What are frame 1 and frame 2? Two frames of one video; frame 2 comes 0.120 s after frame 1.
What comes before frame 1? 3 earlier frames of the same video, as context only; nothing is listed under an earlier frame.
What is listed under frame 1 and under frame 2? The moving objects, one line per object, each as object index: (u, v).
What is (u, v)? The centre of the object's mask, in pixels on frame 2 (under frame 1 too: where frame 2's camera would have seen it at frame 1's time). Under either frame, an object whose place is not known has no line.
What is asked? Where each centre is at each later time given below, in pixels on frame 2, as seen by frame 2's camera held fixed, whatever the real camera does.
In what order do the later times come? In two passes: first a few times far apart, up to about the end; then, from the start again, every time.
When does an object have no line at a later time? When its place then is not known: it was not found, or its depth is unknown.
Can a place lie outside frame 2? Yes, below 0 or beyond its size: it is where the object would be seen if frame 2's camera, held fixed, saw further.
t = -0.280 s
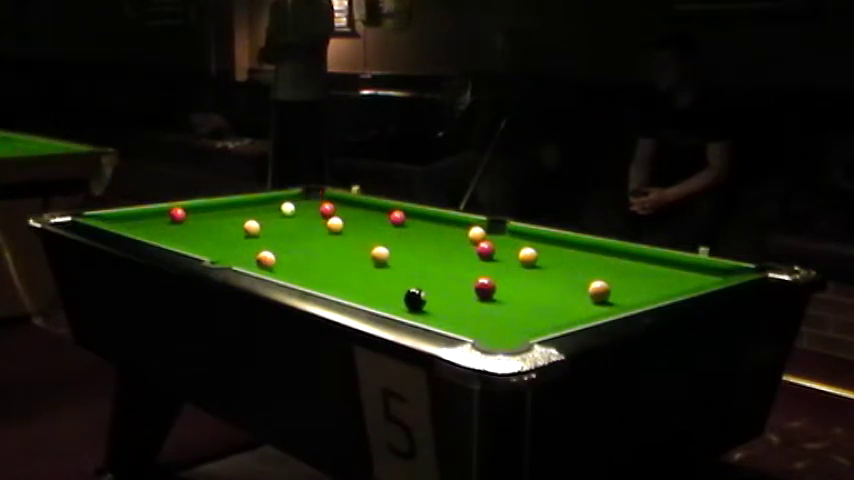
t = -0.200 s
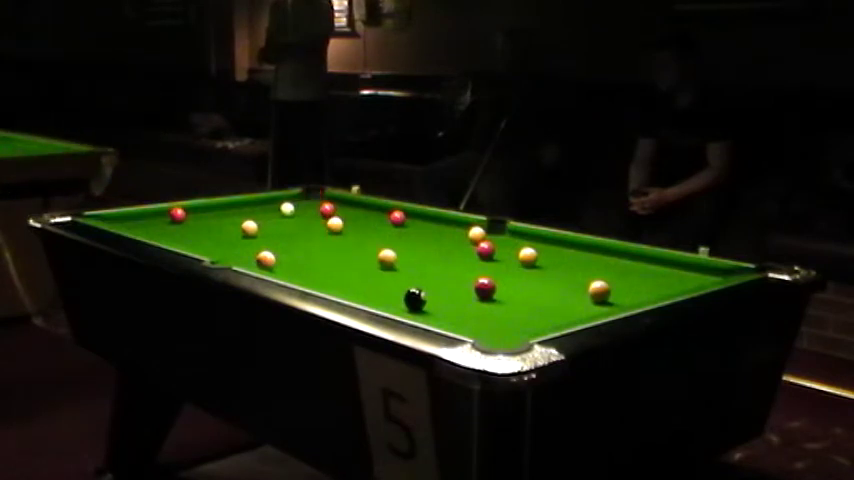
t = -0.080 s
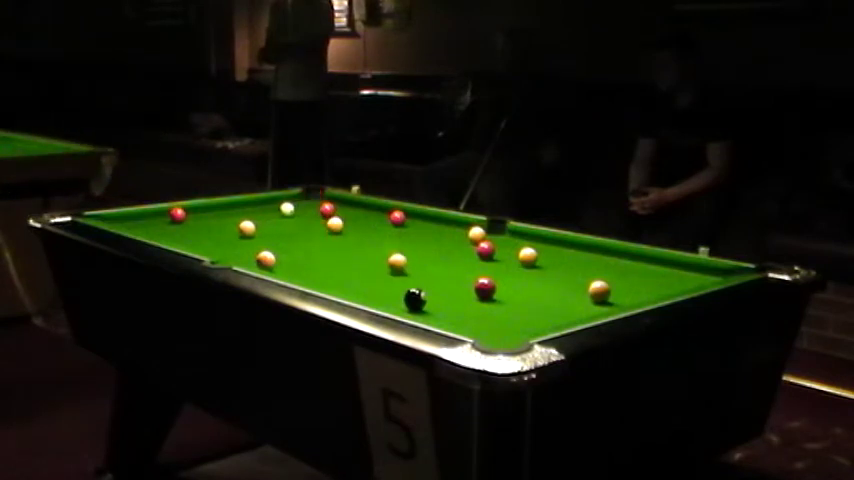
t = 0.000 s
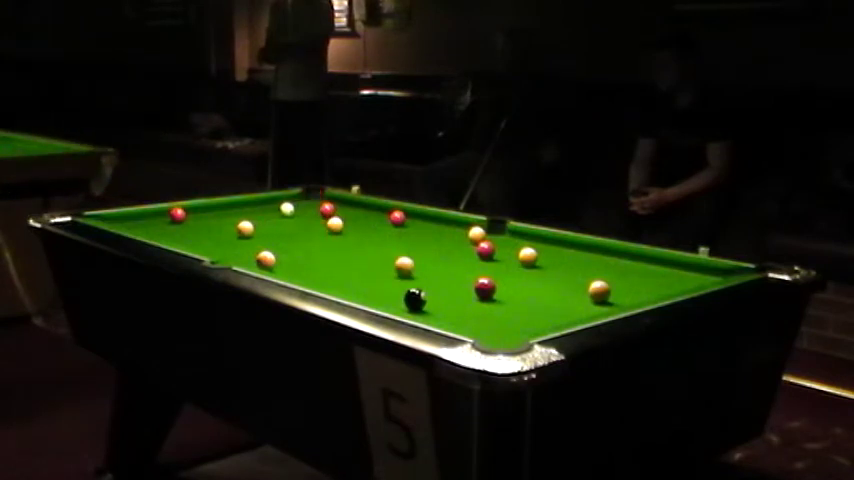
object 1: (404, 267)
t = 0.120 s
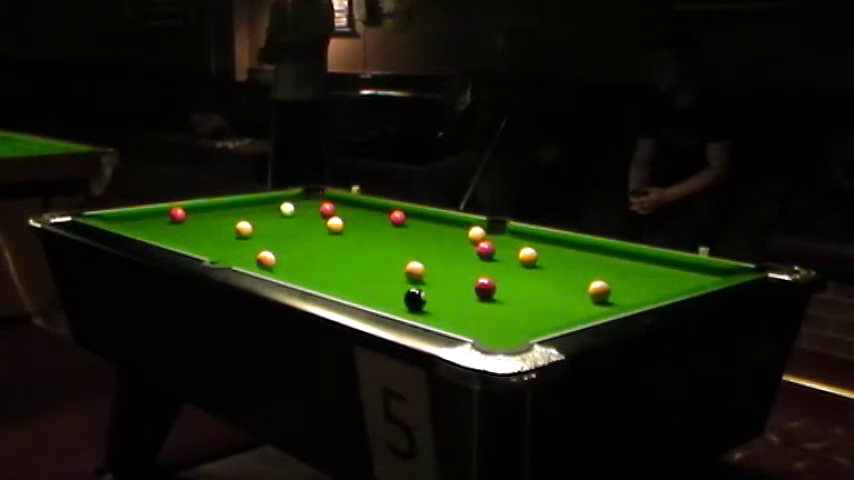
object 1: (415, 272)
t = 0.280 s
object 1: (429, 278)
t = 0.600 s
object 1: (458, 292)
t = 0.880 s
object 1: (485, 304)
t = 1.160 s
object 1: (512, 315)
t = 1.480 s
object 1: (542, 322)
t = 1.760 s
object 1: (515, 326)
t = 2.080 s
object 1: (486, 320)
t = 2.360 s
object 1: (466, 316)
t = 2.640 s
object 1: (450, 312)
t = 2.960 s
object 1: (436, 308)
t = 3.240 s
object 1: (428, 307)
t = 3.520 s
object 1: (422, 305)
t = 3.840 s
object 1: (420, 305)
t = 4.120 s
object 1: (419, 304)
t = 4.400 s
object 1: (420, 304)
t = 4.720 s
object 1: (420, 304)
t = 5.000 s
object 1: (420, 304)
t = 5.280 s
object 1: (420, 304)
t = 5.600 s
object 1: (420, 304)
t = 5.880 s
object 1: (420, 304)
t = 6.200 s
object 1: (420, 305)
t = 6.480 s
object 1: (420, 304)
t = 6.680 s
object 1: (420, 304)
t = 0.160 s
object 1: (418, 273)
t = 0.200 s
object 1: (422, 275)
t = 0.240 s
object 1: (425, 276)
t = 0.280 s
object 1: (429, 278)
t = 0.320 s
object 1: (432, 280)
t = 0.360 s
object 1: (437, 281)
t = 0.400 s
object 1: (440, 283)
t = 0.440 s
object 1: (443, 285)
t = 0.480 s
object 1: (447, 287)
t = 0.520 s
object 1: (451, 288)
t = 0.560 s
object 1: (455, 290)
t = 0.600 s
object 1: (458, 292)
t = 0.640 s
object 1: (462, 294)
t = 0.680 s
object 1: (466, 296)
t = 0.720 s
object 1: (470, 297)
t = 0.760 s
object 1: (474, 299)
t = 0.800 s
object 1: (478, 300)
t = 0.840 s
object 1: (481, 302)
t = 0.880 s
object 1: (485, 304)
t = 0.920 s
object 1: (489, 306)
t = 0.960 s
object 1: (493, 307)
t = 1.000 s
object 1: (497, 309)
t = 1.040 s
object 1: (501, 311)
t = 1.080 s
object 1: (504, 313)
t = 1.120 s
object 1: (508, 314)
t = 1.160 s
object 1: (512, 315)
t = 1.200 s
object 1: (516, 317)
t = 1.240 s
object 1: (520, 319)
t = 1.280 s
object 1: (523, 321)
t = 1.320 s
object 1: (527, 322)
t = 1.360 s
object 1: (531, 321)
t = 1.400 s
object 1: (535, 321)
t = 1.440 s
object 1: (538, 322)
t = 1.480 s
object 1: (542, 322)
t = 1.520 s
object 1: (539, 322)
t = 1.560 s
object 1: (535, 323)
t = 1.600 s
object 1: (530, 323)
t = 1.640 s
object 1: (526, 325)
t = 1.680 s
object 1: (522, 326)
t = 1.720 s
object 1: (519, 326)
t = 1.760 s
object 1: (515, 326)
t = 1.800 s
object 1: (511, 325)
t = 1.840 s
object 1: (507, 324)
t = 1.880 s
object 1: (503, 323)
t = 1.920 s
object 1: (500, 322)
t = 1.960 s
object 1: (496, 322)
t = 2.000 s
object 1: (493, 321)
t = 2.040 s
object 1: (489, 321)
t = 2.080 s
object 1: (486, 320)
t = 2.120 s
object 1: (483, 319)
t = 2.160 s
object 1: (480, 319)
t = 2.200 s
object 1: (477, 318)
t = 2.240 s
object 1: (474, 317)
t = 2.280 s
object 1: (471, 317)
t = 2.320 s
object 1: (468, 316)
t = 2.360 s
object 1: (466, 316)
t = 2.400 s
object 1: (464, 315)
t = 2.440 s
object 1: (461, 314)
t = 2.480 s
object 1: (458, 314)
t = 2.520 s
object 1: (456, 313)
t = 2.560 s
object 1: (454, 313)
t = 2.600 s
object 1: (452, 312)
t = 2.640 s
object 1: (450, 312)
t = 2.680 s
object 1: (448, 311)
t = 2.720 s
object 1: (446, 311)
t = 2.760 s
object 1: (444, 310)
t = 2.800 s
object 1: (442, 310)
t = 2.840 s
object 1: (441, 310)
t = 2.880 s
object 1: (439, 309)
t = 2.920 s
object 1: (438, 309)
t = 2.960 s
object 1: (436, 308)
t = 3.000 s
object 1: (435, 308)
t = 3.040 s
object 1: (434, 308)
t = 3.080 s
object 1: (432, 307)
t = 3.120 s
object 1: (431, 307)
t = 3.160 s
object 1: (429, 307)
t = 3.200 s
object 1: (429, 307)
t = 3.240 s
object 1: (428, 307)
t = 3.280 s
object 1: (427, 306)
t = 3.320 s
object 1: (426, 307)
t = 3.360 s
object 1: (425, 306)
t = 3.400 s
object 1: (424, 306)
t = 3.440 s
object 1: (423, 306)
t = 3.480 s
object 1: (423, 305)
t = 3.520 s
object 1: (422, 305)
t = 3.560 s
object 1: (421, 305)
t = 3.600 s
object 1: (421, 305)
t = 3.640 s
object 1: (420, 305)
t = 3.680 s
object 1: (420, 304)
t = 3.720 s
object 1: (420, 305)
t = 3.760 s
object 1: (420, 305)
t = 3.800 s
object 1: (420, 304)
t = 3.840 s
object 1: (420, 305)
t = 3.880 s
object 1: (420, 305)
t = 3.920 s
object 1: (420, 305)
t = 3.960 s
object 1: (420, 305)
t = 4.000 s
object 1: (420, 304)
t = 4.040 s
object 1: (419, 304)
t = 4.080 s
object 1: (420, 304)
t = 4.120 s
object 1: (419, 304)
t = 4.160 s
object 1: (420, 304)
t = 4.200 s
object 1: (420, 304)
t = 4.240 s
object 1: (420, 304)
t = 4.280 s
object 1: (420, 304)
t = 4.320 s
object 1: (420, 304)
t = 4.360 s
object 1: (420, 304)
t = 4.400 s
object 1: (420, 304)
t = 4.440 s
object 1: (420, 304)
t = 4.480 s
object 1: (420, 304)
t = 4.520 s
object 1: (420, 304)
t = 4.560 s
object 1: (420, 304)
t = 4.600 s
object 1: (420, 304)
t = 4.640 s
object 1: (420, 304)
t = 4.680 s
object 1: (420, 304)
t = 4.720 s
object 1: (420, 304)
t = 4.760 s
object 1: (420, 304)
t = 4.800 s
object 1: (420, 304)
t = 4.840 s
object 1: (420, 304)
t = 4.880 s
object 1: (420, 304)
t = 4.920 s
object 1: (420, 304)
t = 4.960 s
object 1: (420, 304)
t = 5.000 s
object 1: (420, 304)
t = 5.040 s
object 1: (420, 304)
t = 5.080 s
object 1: (420, 304)
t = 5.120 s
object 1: (420, 304)
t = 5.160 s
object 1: (420, 304)
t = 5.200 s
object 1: (420, 304)
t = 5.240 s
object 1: (420, 304)
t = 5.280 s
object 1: (420, 304)
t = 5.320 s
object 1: (420, 304)
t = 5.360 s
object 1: (420, 304)
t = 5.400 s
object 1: (420, 304)
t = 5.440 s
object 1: (420, 304)
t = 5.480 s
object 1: (420, 304)
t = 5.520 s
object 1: (420, 304)
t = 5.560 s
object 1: (420, 304)
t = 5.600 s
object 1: (420, 304)
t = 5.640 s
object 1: (419, 304)
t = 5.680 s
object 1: (420, 304)
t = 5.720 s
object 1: (420, 304)
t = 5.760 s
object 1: (420, 304)
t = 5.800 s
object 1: (420, 304)
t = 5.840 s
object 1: (420, 304)
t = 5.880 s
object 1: (420, 304)
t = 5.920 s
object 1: (420, 304)
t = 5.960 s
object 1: (420, 304)
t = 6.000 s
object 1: (420, 304)
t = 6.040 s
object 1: (420, 304)
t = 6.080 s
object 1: (420, 304)
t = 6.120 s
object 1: (420, 305)
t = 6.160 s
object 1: (420, 304)
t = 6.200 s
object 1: (420, 305)
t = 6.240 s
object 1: (420, 304)
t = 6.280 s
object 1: (420, 304)
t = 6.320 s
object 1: (420, 304)
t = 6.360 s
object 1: (420, 304)
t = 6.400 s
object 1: (420, 304)
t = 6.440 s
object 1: (420, 304)
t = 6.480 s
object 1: (420, 304)
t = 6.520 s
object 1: (420, 304)
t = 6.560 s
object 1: (420, 304)
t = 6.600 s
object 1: (420, 304)
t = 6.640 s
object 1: (420, 304)
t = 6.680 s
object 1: (420, 304)
